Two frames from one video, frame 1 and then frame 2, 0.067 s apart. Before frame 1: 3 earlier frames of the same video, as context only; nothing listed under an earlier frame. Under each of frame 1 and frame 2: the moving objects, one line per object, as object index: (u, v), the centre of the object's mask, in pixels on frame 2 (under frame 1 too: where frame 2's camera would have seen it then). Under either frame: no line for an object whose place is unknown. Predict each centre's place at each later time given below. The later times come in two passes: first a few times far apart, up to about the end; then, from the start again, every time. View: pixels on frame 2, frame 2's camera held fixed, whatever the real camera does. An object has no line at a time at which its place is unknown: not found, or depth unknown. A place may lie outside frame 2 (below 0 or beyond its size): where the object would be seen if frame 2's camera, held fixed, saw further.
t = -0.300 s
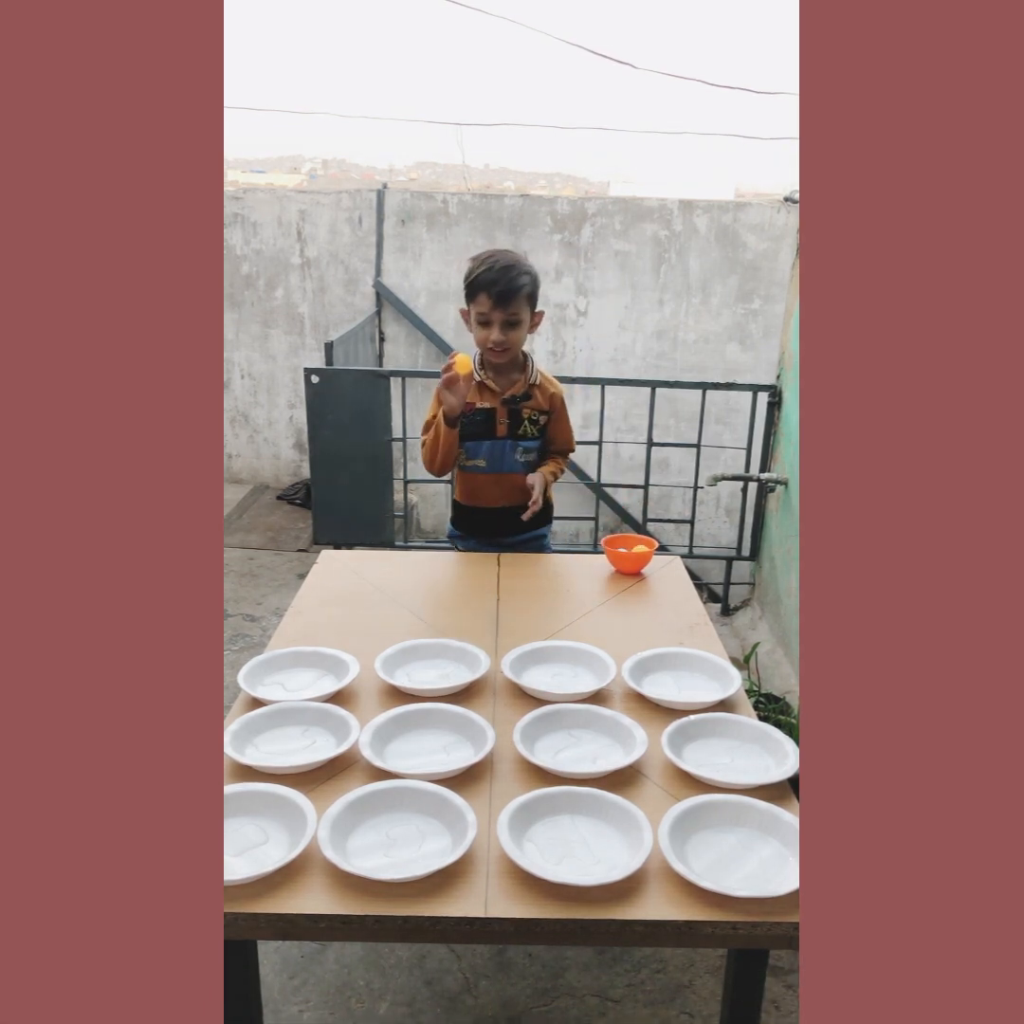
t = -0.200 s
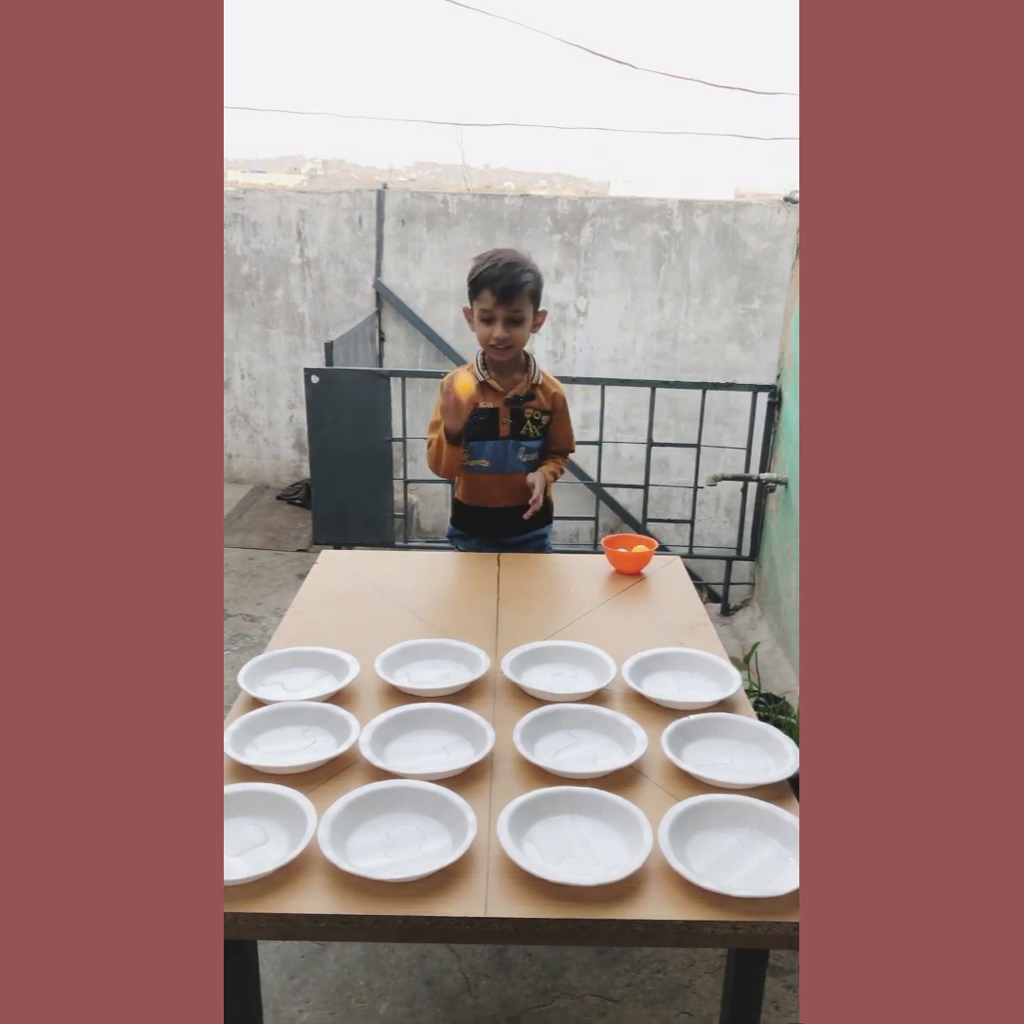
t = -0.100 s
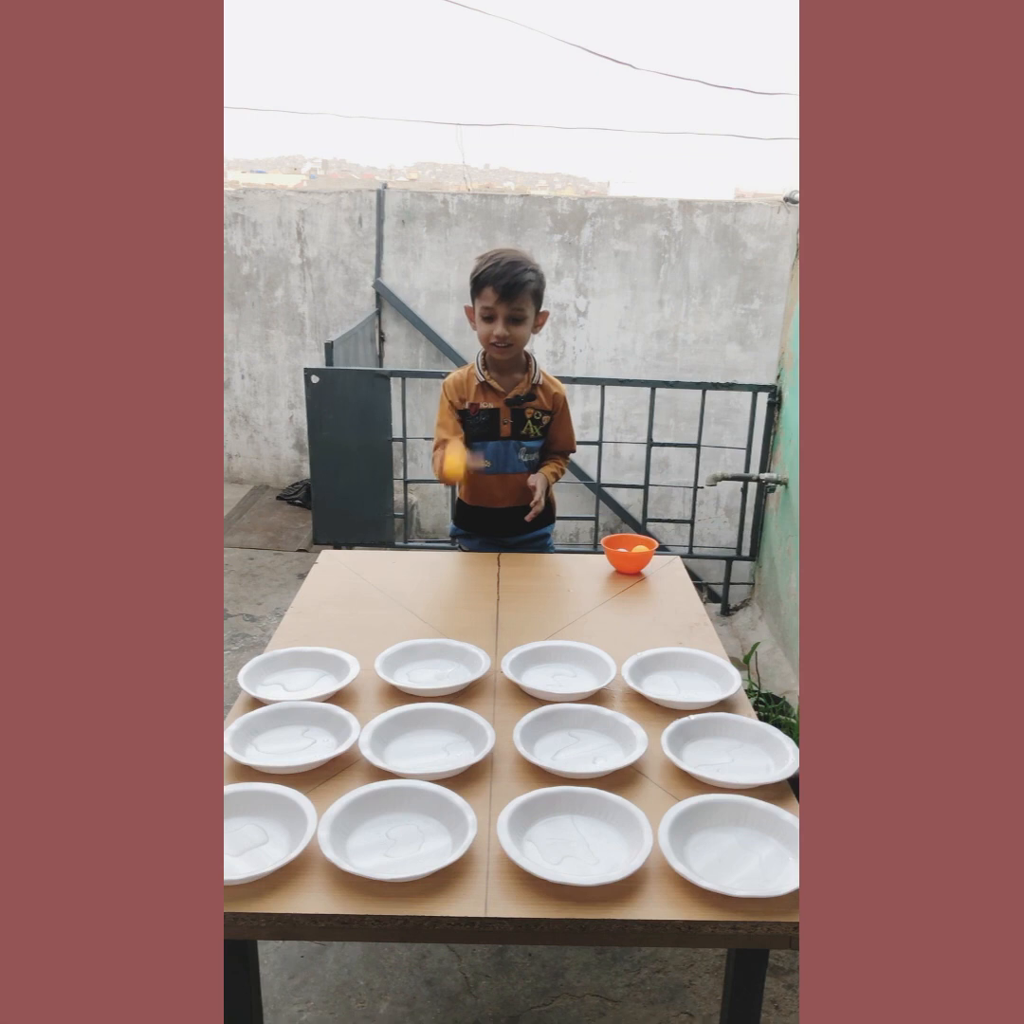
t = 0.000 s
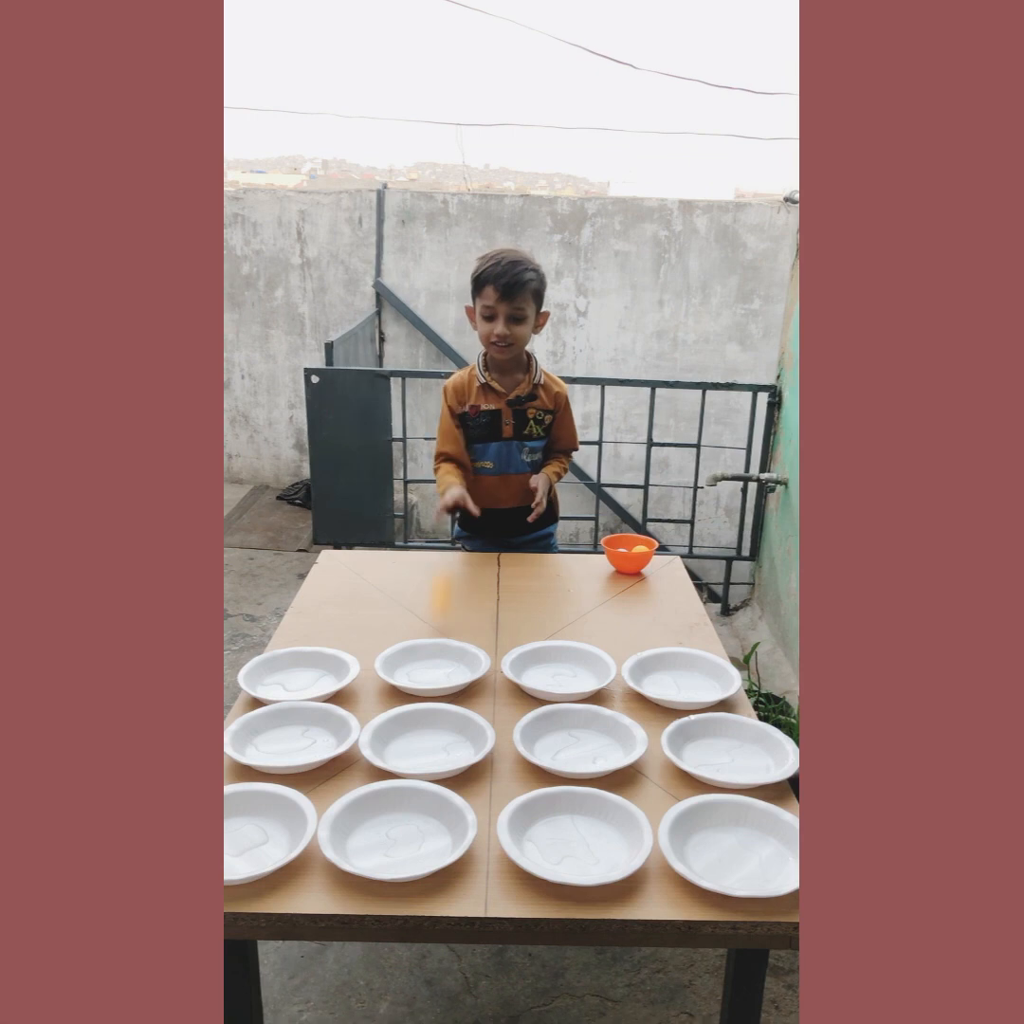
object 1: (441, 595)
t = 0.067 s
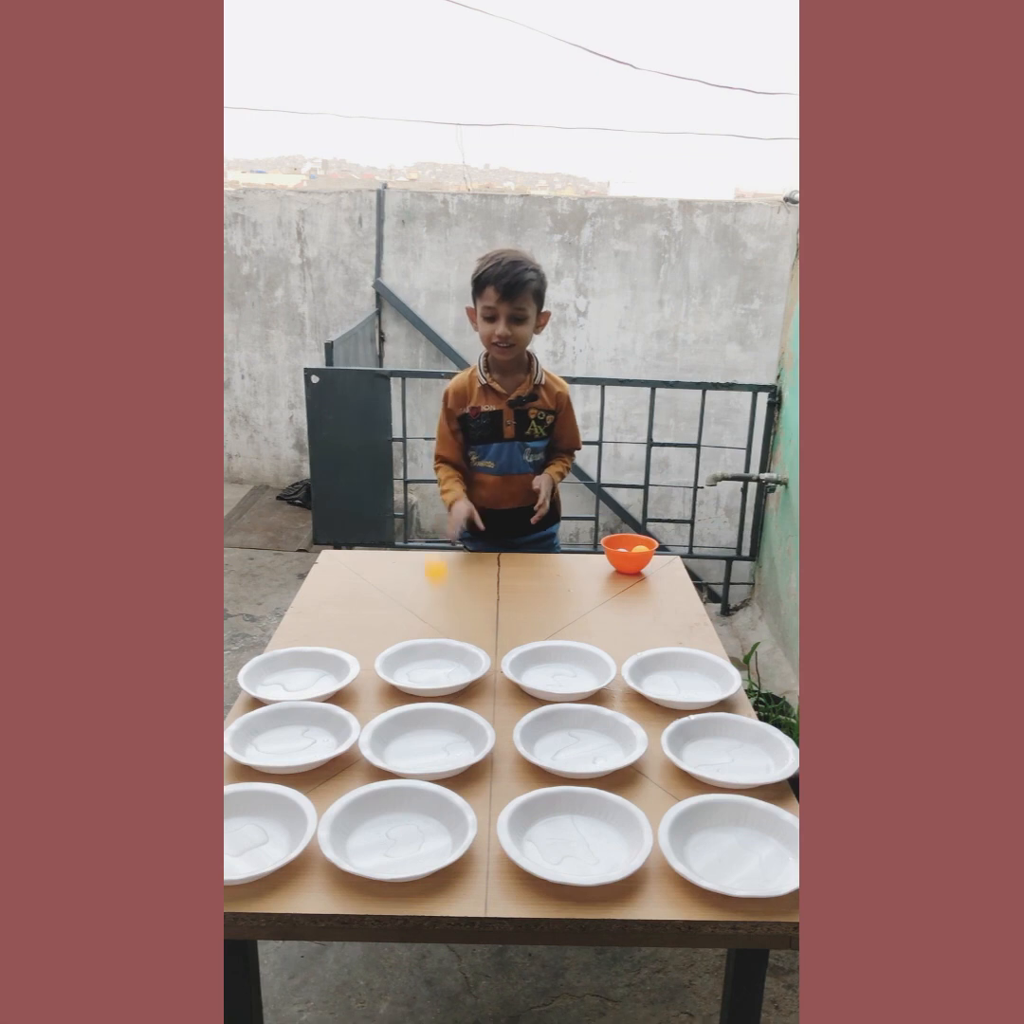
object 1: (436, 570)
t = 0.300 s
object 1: (418, 547)
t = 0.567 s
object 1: (427, 755)
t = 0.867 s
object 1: (486, 797)
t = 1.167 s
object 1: (493, 801)
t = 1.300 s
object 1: (494, 801)
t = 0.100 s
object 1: (433, 545)
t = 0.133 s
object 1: (431, 533)
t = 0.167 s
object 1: (428, 523)
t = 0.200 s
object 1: (425, 520)
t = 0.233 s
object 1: (423, 523)
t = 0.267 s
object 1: (421, 533)
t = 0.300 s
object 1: (418, 547)
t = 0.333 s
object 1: (415, 576)
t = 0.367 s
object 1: (413, 608)
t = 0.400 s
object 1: (410, 647)
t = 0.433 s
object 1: (407, 696)
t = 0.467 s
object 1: (411, 731)
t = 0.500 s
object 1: (416, 741)
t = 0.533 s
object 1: (421, 755)
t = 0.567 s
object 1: (427, 755)
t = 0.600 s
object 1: (435, 752)
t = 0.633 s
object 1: (442, 753)
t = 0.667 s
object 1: (449, 755)
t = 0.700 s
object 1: (456, 763)
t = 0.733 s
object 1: (462, 777)
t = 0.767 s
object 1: (468, 783)
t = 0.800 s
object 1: (473, 781)
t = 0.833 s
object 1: (479, 785)
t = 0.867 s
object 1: (486, 797)
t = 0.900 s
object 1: (492, 796)
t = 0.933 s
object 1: (493, 795)
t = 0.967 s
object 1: (492, 798)
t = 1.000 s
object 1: (492, 800)
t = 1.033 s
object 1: (492, 800)
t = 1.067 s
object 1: (492, 801)
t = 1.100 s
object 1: (493, 802)
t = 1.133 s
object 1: (493, 801)
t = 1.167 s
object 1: (493, 801)
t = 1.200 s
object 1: (493, 801)
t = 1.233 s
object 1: (494, 801)
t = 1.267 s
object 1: (493, 801)
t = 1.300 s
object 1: (494, 801)
